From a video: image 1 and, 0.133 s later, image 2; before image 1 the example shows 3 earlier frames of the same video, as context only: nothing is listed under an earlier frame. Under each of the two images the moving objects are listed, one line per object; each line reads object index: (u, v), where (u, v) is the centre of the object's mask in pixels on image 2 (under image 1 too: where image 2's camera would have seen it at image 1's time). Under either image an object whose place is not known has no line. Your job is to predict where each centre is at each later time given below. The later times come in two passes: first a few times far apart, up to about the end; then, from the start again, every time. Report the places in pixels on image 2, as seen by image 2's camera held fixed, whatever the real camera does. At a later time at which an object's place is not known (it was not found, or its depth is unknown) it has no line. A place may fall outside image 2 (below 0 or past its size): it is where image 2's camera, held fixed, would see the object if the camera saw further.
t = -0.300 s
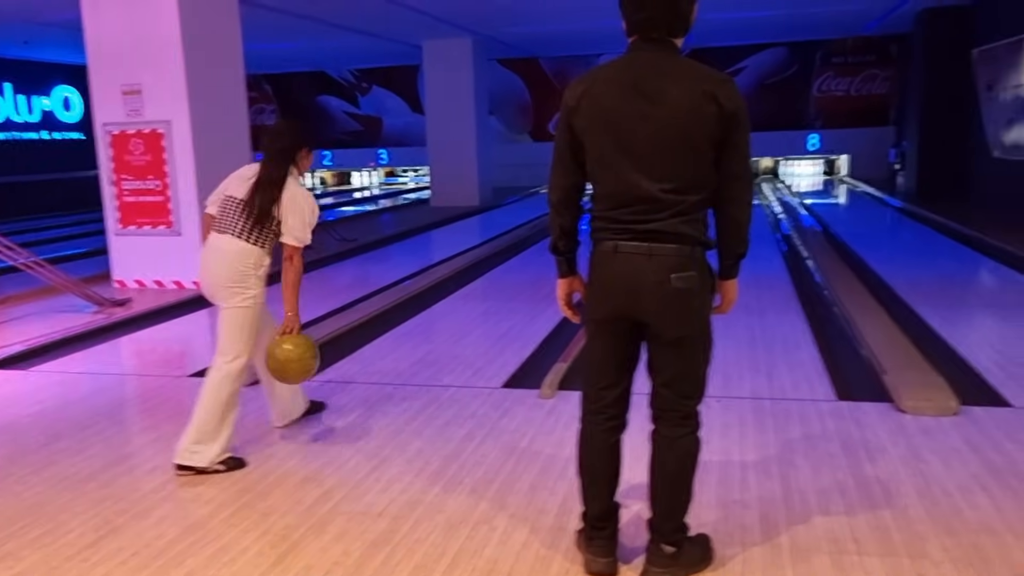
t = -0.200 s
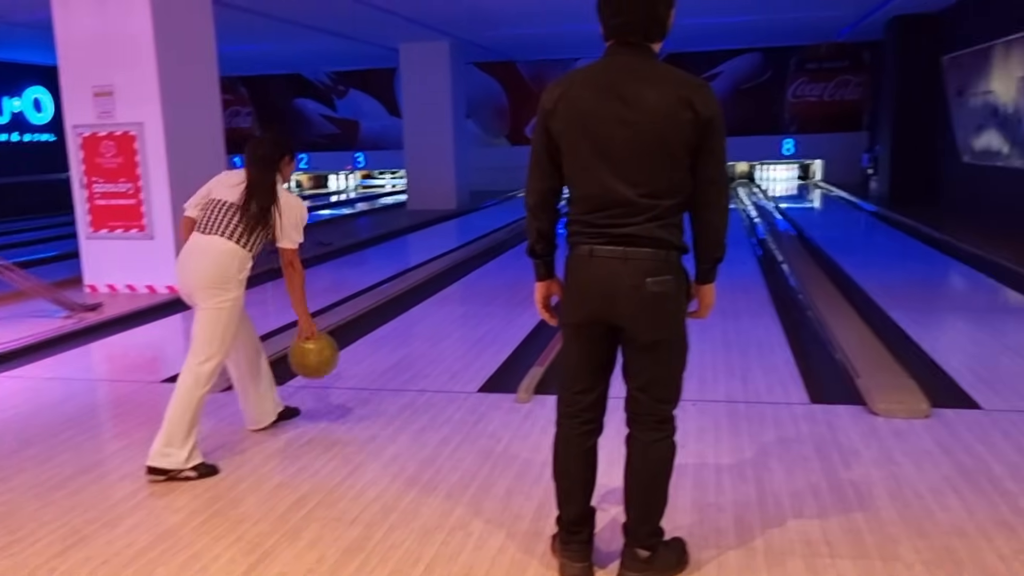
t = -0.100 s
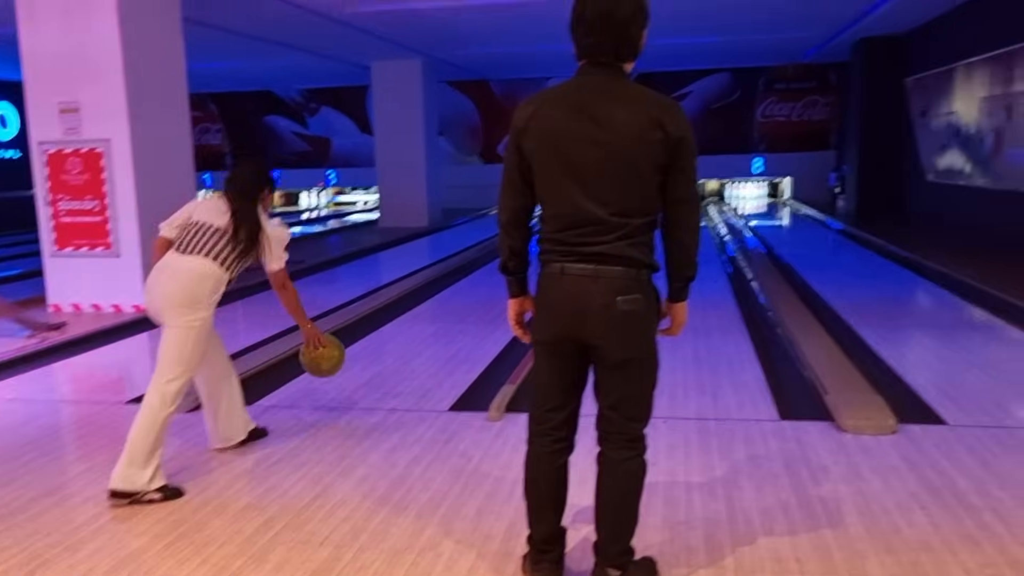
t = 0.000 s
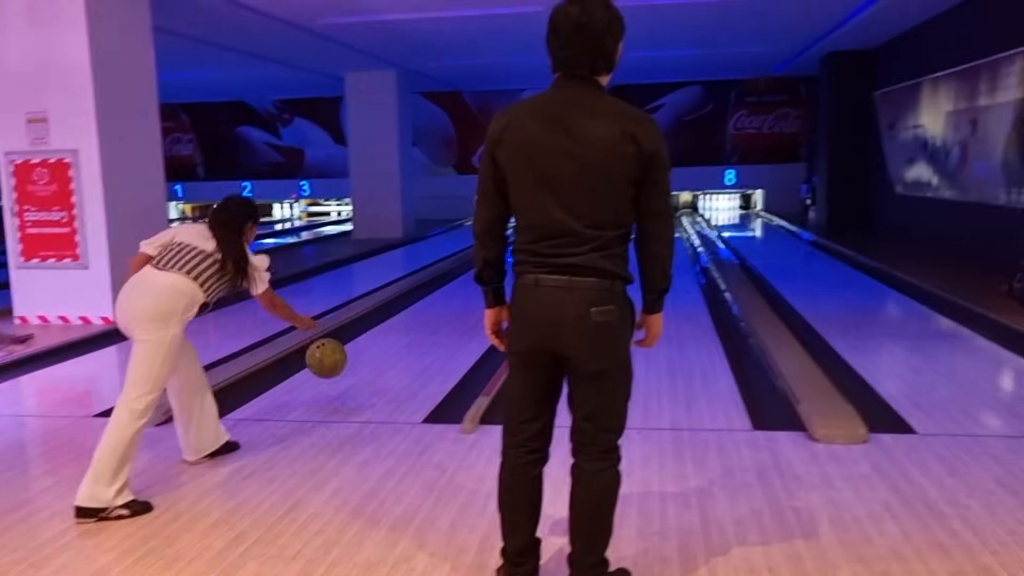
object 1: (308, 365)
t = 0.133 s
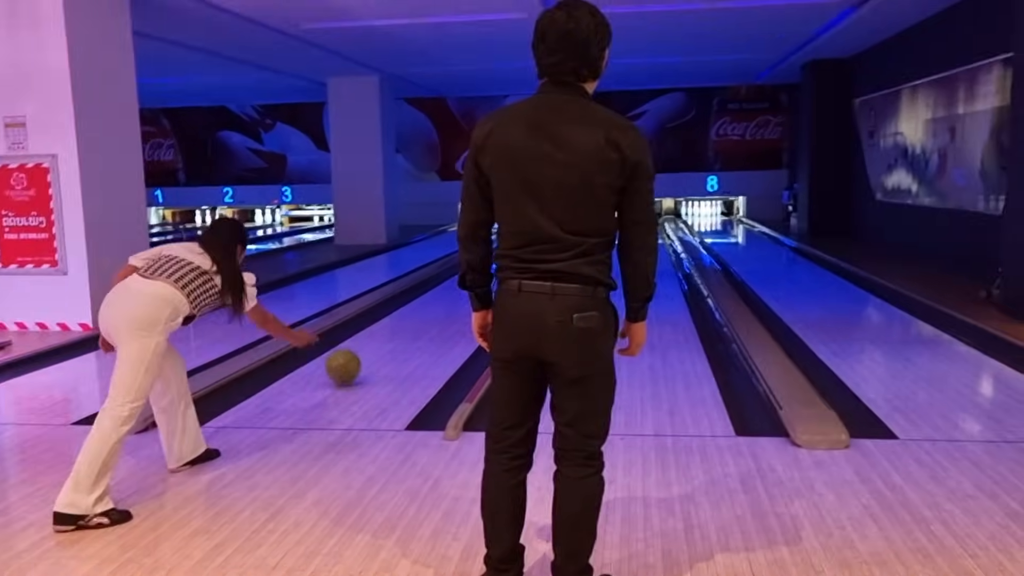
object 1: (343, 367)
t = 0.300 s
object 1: (375, 344)
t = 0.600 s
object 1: (415, 312)
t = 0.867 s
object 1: (440, 292)
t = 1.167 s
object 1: (461, 276)
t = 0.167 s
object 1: (351, 360)
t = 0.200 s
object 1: (357, 356)
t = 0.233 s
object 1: (363, 353)
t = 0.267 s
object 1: (370, 347)
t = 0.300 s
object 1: (375, 344)
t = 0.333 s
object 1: (380, 339)
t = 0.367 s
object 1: (385, 335)
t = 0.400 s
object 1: (390, 332)
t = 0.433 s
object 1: (394, 328)
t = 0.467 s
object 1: (399, 325)
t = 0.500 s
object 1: (404, 321)
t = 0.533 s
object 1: (408, 318)
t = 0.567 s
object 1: (412, 315)
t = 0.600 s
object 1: (415, 312)
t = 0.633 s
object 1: (419, 309)
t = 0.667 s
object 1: (422, 307)
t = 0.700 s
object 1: (426, 304)
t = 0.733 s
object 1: (429, 302)
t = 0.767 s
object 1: (432, 299)
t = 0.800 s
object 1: (434, 297)
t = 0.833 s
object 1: (437, 295)
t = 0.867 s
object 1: (440, 292)
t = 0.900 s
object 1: (443, 291)
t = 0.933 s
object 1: (445, 288)
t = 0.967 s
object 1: (448, 287)
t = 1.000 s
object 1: (450, 285)
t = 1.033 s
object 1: (452, 283)
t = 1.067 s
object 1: (455, 281)
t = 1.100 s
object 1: (457, 280)
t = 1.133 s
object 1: (459, 278)
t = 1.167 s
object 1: (461, 276)
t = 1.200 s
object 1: (463, 275)
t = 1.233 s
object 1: (465, 274)
